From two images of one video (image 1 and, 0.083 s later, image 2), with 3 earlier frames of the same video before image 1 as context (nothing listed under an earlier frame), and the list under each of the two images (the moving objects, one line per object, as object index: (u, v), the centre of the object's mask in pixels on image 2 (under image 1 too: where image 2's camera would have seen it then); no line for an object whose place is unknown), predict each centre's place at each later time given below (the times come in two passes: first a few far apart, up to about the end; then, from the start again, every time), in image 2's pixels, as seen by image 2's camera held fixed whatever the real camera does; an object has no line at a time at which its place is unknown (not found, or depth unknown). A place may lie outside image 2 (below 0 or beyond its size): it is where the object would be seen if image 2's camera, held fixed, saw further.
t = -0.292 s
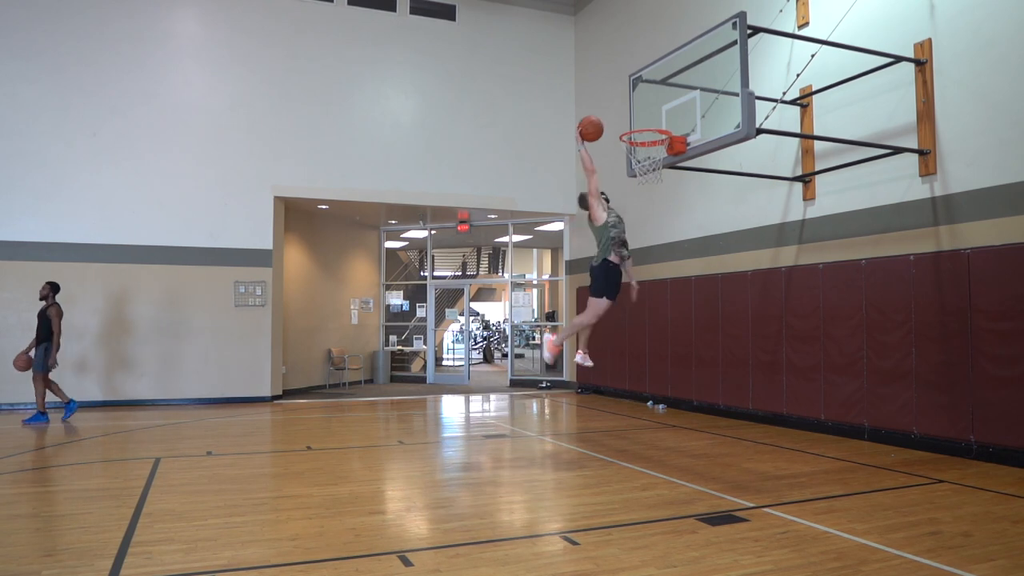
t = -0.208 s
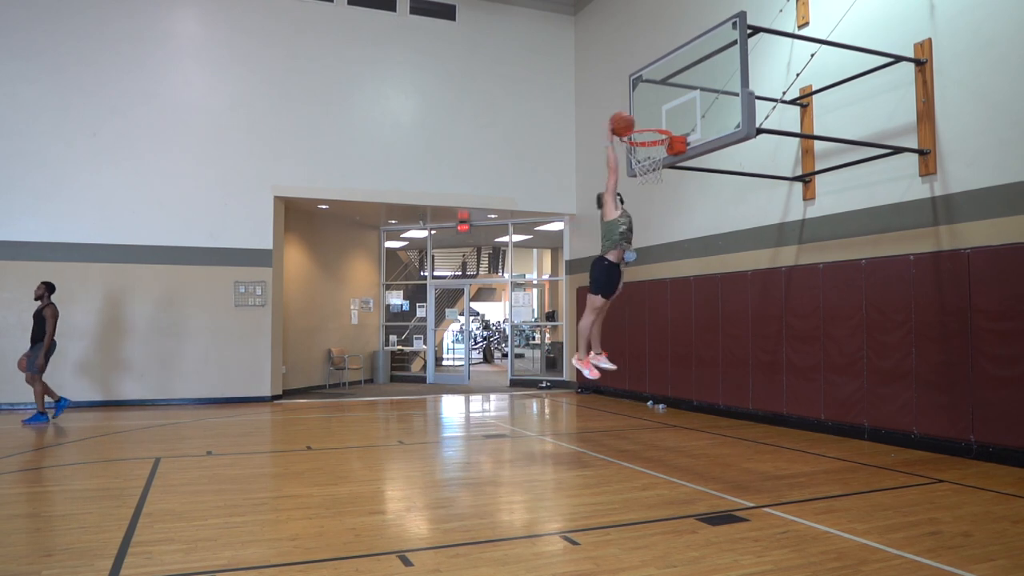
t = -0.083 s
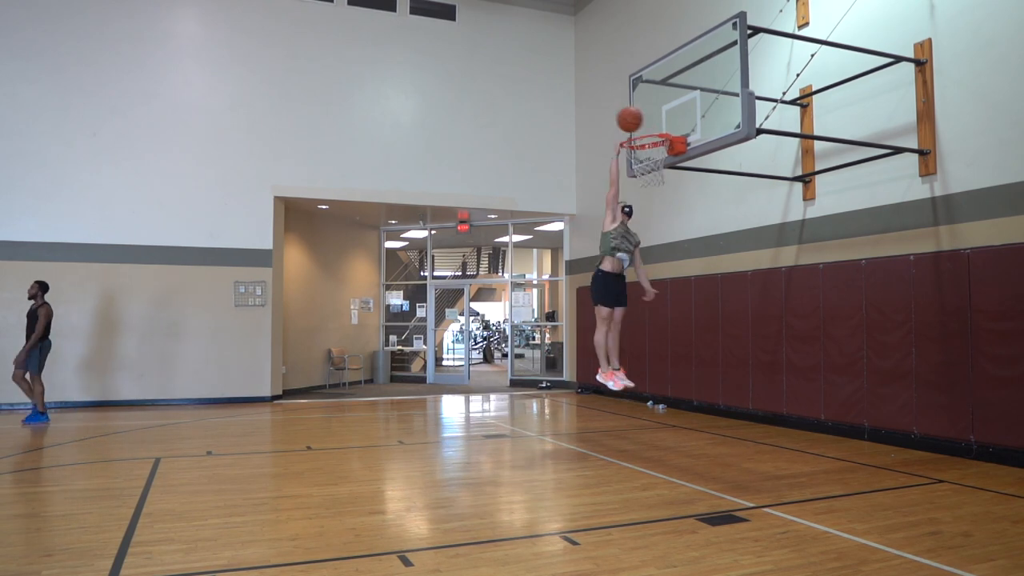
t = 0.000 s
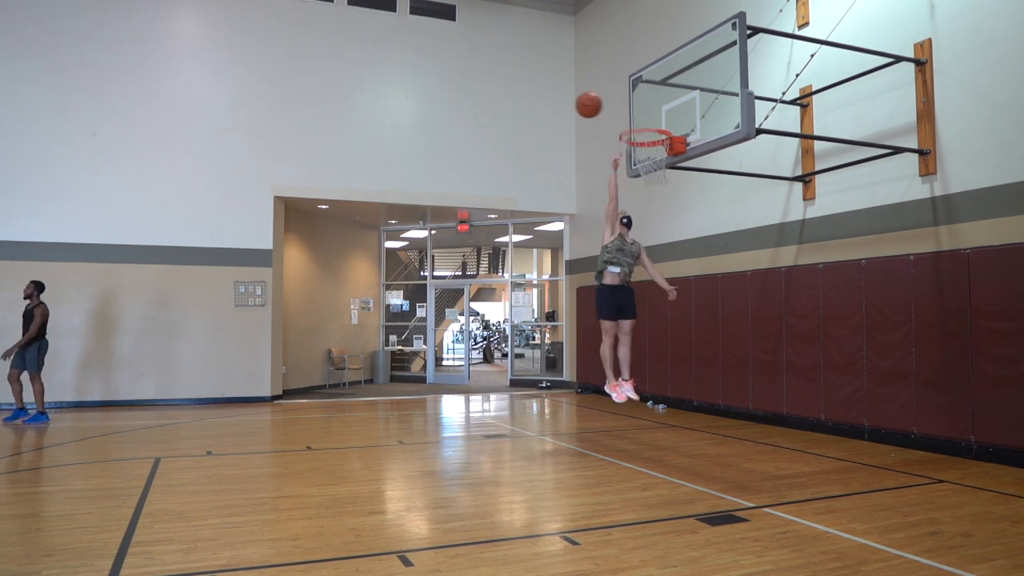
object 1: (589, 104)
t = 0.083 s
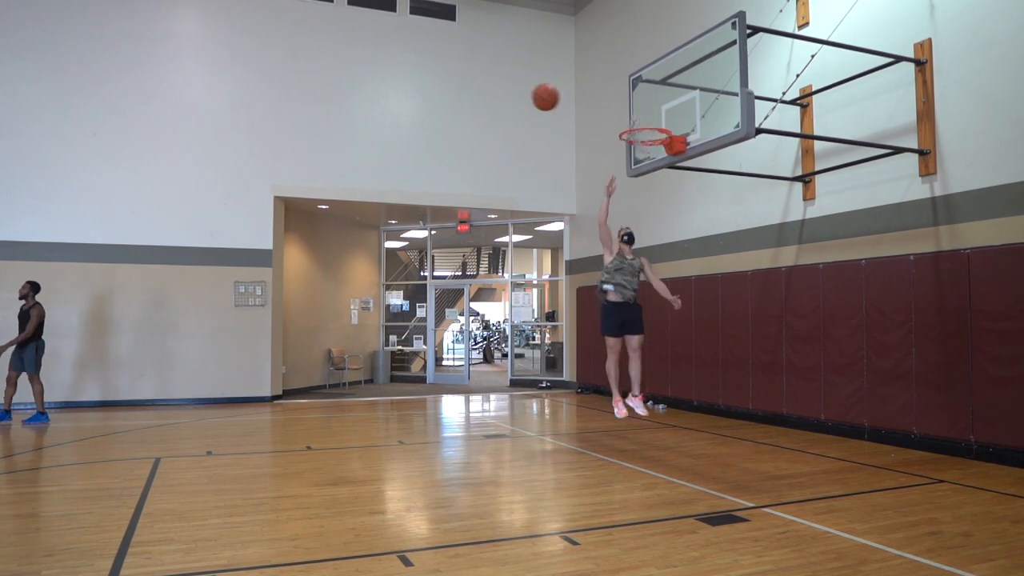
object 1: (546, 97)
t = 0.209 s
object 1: (475, 99)
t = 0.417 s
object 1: (344, 148)
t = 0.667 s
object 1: (161, 300)
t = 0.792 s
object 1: (58, 419)
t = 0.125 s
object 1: (523, 96)
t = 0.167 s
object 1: (500, 96)
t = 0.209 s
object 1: (475, 99)
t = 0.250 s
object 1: (451, 104)
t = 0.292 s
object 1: (425, 112)
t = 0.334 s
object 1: (399, 121)
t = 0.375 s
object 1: (372, 133)
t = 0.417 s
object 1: (344, 148)
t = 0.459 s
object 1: (316, 166)
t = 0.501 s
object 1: (286, 187)
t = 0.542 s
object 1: (256, 210)
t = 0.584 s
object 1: (225, 237)
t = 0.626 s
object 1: (194, 267)
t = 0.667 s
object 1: (161, 300)
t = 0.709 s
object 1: (128, 336)
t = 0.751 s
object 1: (93, 376)
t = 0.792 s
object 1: (58, 419)
